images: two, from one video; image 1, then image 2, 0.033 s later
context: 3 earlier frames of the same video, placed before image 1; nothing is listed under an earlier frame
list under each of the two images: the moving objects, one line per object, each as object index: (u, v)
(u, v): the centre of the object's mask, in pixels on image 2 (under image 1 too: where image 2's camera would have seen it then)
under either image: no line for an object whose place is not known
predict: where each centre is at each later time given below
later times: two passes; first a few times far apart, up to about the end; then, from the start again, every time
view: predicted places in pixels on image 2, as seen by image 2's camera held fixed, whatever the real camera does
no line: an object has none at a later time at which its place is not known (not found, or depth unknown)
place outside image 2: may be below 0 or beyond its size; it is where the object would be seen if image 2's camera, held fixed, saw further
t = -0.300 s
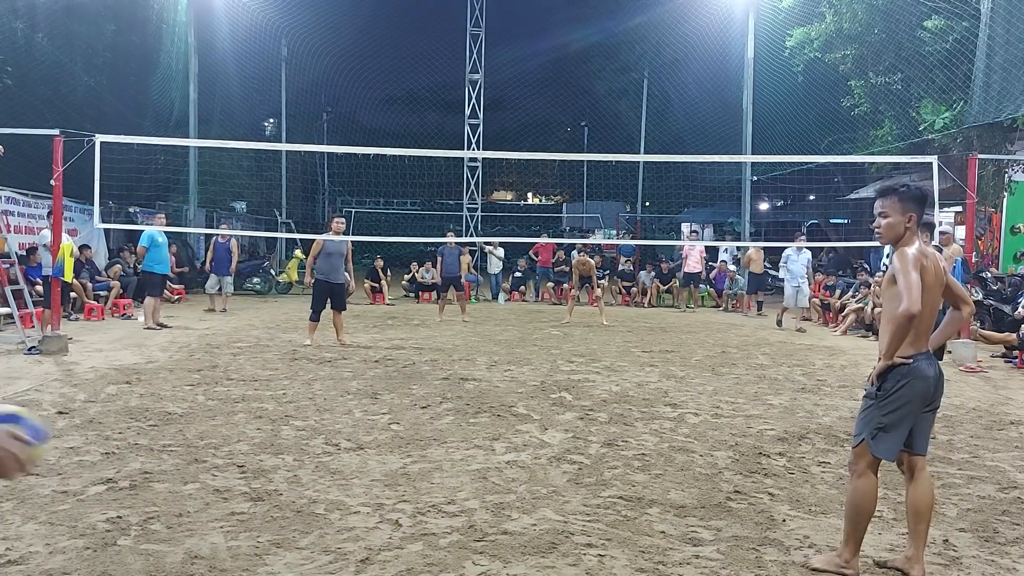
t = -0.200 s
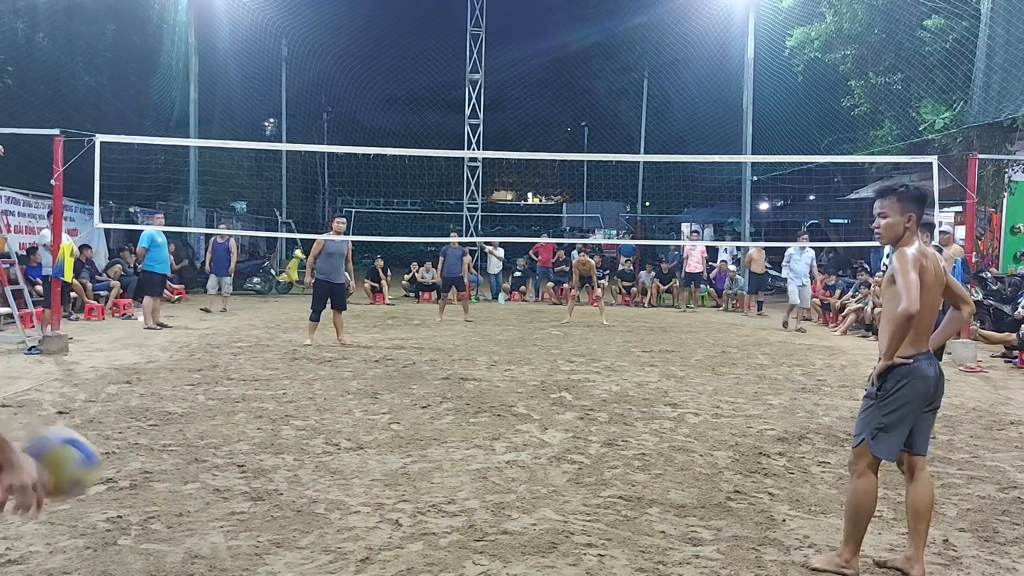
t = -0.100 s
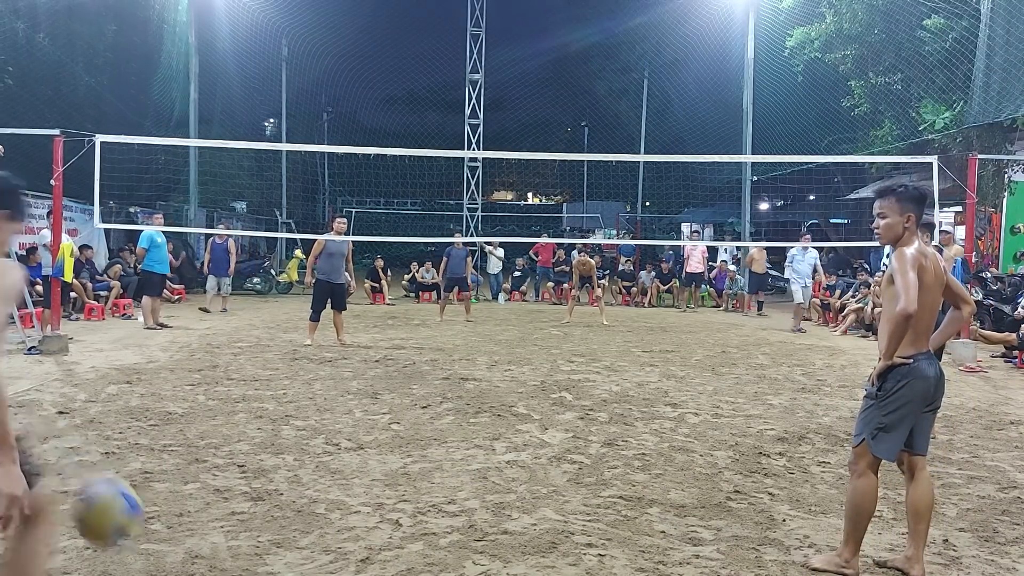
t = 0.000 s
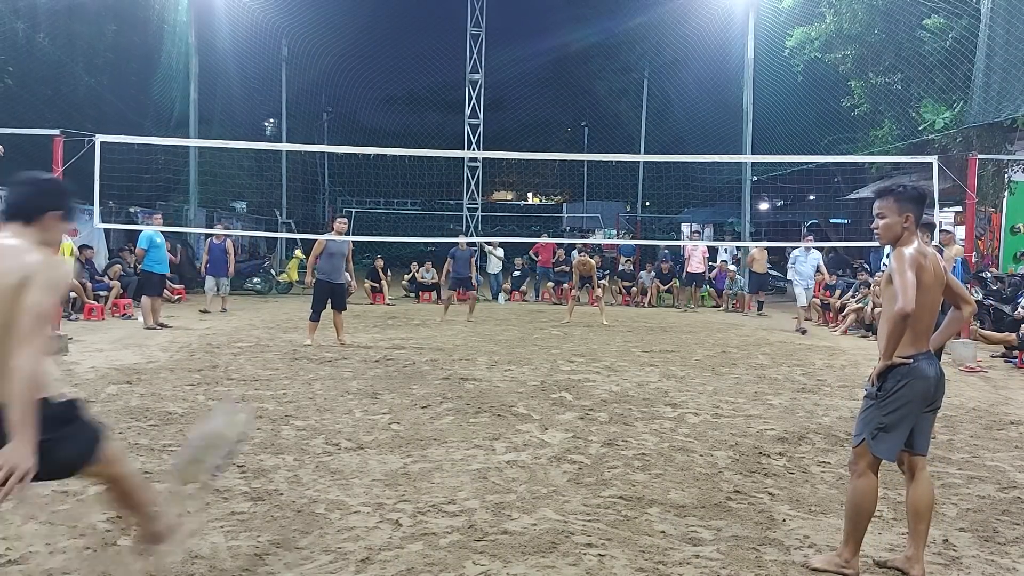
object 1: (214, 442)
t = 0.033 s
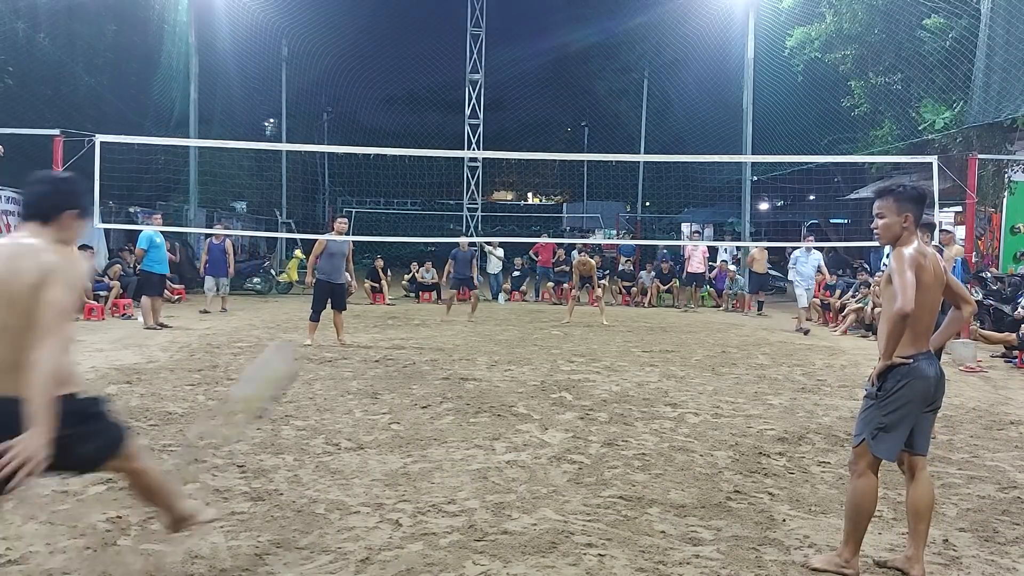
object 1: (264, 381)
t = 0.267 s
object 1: (462, 165)
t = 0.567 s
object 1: (570, 119)
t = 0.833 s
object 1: (615, 148)
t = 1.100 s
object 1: (644, 215)
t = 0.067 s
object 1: (305, 332)
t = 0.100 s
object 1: (344, 282)
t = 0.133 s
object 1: (376, 250)
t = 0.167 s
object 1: (403, 220)
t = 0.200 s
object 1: (426, 197)
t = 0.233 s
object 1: (445, 181)
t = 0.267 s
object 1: (462, 165)
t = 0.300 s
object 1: (482, 149)
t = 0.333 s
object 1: (498, 139)
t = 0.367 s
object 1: (510, 132)
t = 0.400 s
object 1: (522, 126)
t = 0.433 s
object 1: (534, 122)
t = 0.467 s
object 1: (544, 119)
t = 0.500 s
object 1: (554, 118)
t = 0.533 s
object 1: (562, 118)
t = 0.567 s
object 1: (570, 119)
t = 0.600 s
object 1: (577, 120)
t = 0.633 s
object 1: (584, 123)
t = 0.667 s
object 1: (591, 126)
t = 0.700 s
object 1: (596, 130)
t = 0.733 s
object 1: (602, 134)
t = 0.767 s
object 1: (607, 139)
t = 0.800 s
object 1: (612, 144)
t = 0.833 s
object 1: (615, 148)
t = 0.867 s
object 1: (620, 157)
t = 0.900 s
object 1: (624, 166)
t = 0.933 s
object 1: (628, 171)
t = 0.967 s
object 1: (631, 179)
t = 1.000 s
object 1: (635, 187)
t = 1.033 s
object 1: (638, 195)
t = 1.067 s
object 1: (641, 204)
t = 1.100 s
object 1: (644, 215)
